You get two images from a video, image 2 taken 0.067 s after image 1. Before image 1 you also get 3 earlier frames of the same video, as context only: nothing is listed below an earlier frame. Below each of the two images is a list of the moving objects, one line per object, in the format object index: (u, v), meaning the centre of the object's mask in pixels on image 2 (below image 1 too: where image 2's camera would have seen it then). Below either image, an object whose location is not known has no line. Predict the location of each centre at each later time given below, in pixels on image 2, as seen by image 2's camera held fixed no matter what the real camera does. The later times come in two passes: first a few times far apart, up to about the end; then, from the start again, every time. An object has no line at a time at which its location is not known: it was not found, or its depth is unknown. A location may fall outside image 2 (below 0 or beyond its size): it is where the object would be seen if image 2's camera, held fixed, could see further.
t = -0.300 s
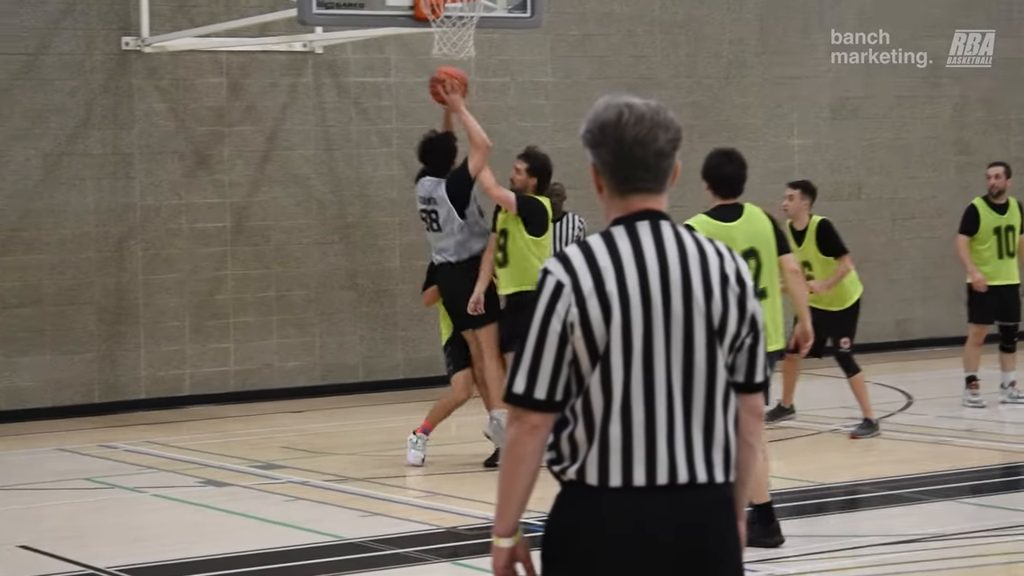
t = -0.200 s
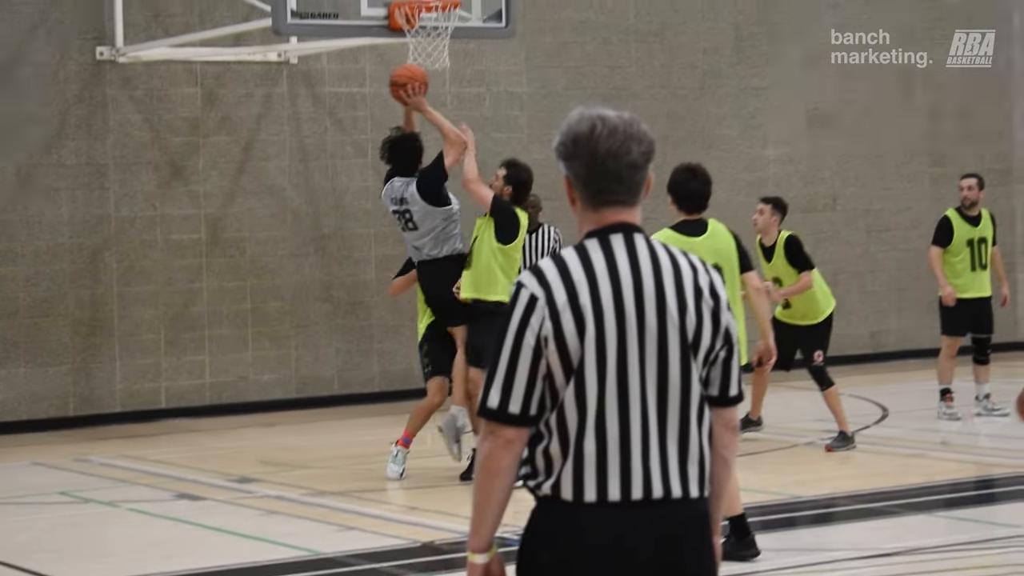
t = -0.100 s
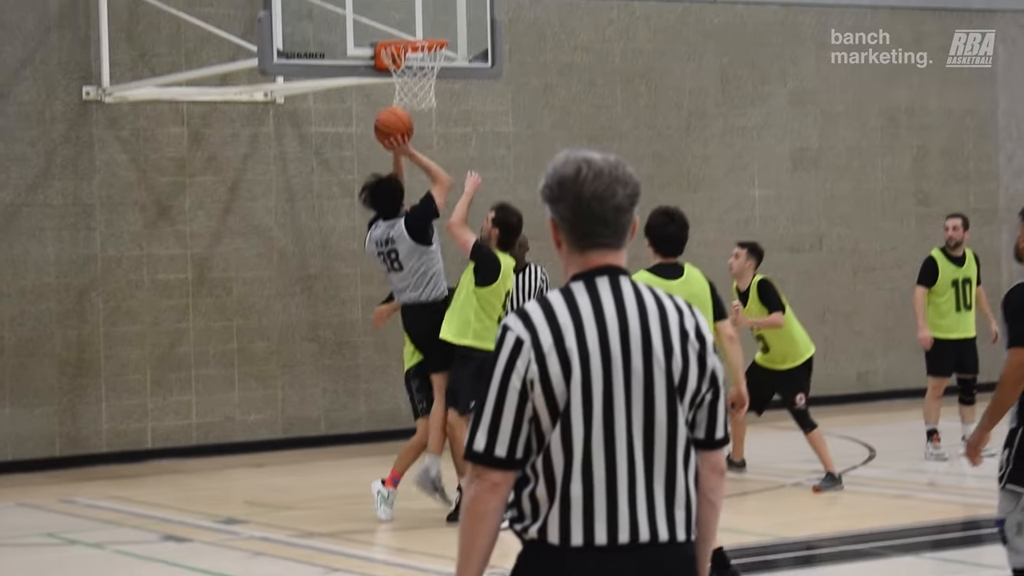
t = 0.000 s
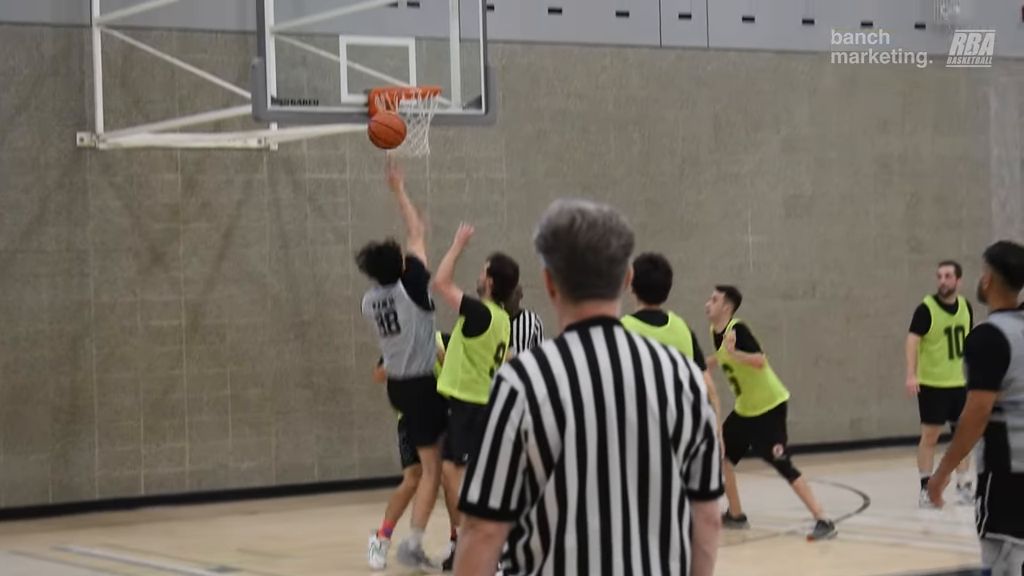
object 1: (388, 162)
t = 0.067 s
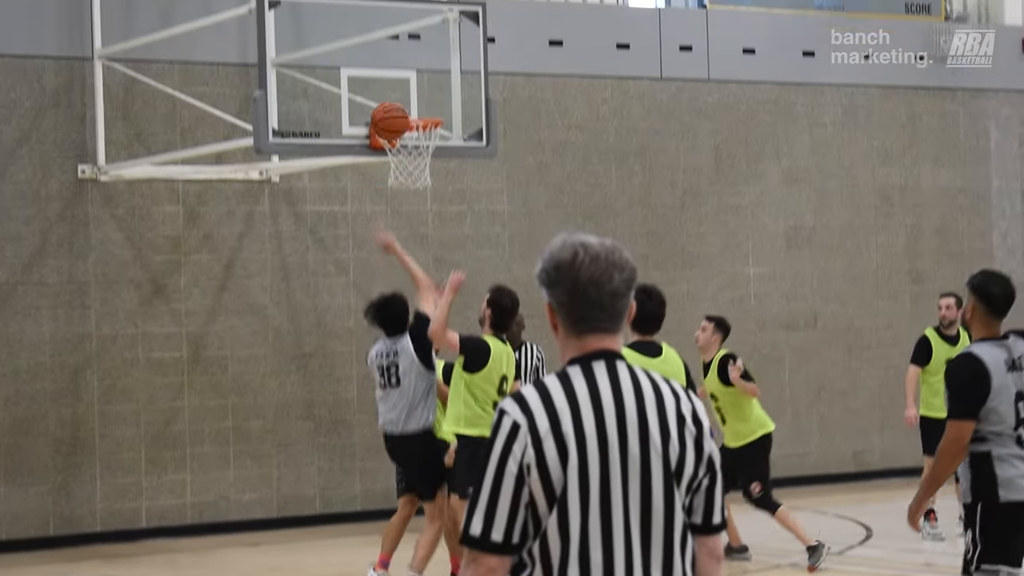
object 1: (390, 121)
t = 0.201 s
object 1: (392, 62)
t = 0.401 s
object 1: (397, 30)
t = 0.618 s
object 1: (406, 60)
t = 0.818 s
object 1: (415, 146)
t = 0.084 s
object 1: (390, 111)
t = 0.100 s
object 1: (390, 103)
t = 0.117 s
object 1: (390, 95)
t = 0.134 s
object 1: (391, 88)
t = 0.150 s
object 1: (391, 81)
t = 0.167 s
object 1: (391, 74)
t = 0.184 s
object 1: (391, 68)
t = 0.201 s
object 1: (392, 62)
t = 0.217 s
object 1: (392, 57)
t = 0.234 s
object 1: (393, 53)
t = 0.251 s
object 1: (393, 48)
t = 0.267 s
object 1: (393, 44)
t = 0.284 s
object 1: (393, 41)
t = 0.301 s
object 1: (394, 38)
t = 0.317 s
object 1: (394, 35)
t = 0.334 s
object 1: (395, 33)
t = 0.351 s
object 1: (396, 32)
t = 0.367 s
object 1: (396, 31)
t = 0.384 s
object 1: (396, 30)
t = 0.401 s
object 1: (397, 30)
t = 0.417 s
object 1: (398, 30)
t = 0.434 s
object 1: (398, 30)
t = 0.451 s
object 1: (399, 31)
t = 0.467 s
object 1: (400, 32)
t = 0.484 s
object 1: (400, 34)
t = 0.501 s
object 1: (401, 36)
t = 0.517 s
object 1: (402, 38)
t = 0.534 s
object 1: (402, 41)
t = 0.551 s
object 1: (403, 44)
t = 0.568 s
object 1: (404, 48)
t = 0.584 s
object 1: (404, 52)
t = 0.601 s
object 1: (405, 56)
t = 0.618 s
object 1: (406, 60)
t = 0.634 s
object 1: (406, 66)
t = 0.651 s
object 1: (407, 71)
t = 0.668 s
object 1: (408, 77)
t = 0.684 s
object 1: (408, 84)
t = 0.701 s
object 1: (409, 90)
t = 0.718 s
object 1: (410, 97)
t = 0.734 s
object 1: (411, 104)
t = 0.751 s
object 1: (411, 109)
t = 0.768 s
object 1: (412, 113)
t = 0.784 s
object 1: (414, 116)
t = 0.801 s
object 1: (413, 139)
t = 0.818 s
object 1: (415, 146)
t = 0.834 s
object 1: (415, 154)
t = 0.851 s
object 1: (416, 163)
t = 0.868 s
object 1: (416, 170)
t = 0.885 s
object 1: (415, 177)
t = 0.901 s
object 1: (416, 184)
